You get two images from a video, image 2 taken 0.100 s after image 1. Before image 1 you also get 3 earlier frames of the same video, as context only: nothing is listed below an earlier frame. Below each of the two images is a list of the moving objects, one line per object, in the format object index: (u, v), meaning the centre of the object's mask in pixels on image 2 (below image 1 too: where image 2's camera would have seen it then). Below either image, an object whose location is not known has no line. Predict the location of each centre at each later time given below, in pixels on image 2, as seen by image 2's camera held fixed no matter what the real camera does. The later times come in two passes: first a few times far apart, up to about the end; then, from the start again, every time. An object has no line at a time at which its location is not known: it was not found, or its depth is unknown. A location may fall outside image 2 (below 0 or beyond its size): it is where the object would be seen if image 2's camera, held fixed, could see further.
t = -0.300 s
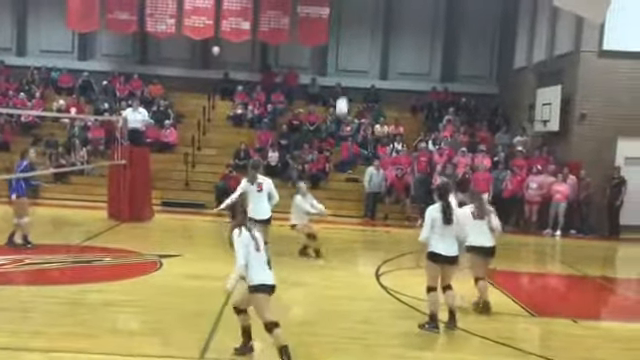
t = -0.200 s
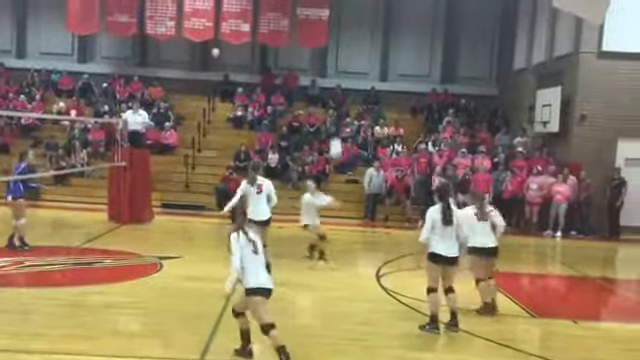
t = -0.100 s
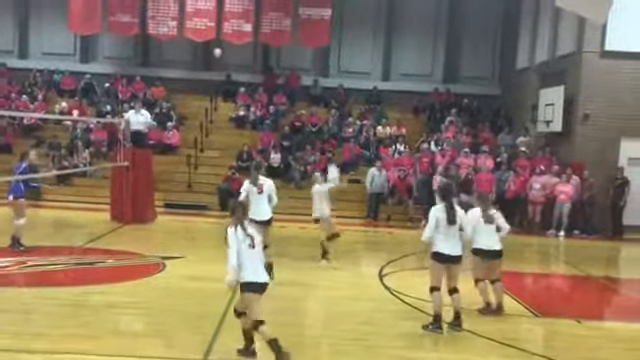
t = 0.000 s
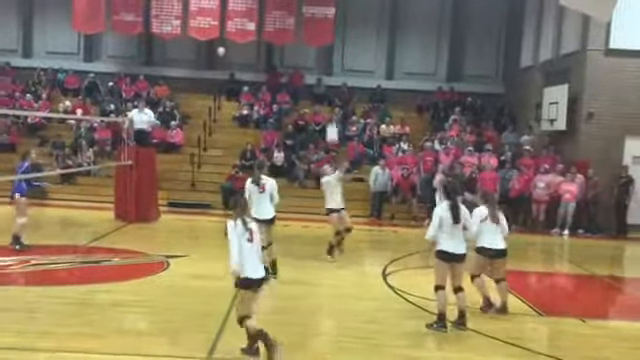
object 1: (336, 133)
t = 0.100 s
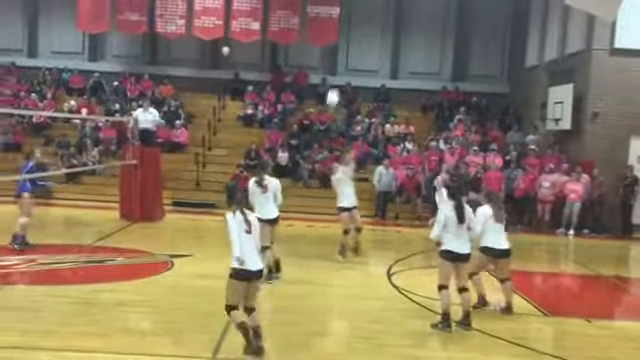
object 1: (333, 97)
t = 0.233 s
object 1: (326, 59)
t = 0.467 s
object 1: (314, 15)
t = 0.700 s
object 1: (300, 4)
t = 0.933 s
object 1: (283, 27)
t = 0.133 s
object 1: (331, 87)
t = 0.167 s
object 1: (330, 77)
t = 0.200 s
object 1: (328, 69)
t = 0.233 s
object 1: (326, 59)
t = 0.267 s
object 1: (324, 51)
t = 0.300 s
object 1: (323, 44)
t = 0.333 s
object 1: (321, 37)
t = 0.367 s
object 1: (320, 30)
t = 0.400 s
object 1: (318, 25)
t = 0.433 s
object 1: (316, 19)
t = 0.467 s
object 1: (314, 15)
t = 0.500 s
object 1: (313, 11)
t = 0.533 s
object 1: (310, 8)
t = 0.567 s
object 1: (309, 6)
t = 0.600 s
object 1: (307, 5)
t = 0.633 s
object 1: (305, 4)
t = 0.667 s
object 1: (302, 4)
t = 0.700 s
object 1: (300, 4)
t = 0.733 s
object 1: (298, 5)
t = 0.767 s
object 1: (296, 7)
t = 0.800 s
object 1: (293, 9)
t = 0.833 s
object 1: (291, 12)
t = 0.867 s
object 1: (288, 17)
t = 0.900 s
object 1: (285, 22)
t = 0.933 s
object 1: (283, 27)
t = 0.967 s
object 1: (280, 33)
